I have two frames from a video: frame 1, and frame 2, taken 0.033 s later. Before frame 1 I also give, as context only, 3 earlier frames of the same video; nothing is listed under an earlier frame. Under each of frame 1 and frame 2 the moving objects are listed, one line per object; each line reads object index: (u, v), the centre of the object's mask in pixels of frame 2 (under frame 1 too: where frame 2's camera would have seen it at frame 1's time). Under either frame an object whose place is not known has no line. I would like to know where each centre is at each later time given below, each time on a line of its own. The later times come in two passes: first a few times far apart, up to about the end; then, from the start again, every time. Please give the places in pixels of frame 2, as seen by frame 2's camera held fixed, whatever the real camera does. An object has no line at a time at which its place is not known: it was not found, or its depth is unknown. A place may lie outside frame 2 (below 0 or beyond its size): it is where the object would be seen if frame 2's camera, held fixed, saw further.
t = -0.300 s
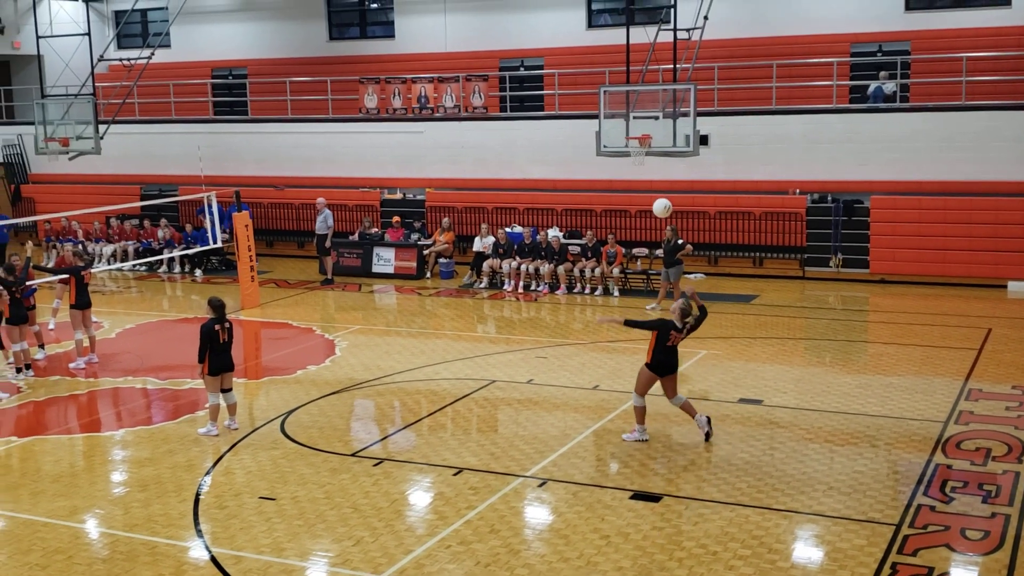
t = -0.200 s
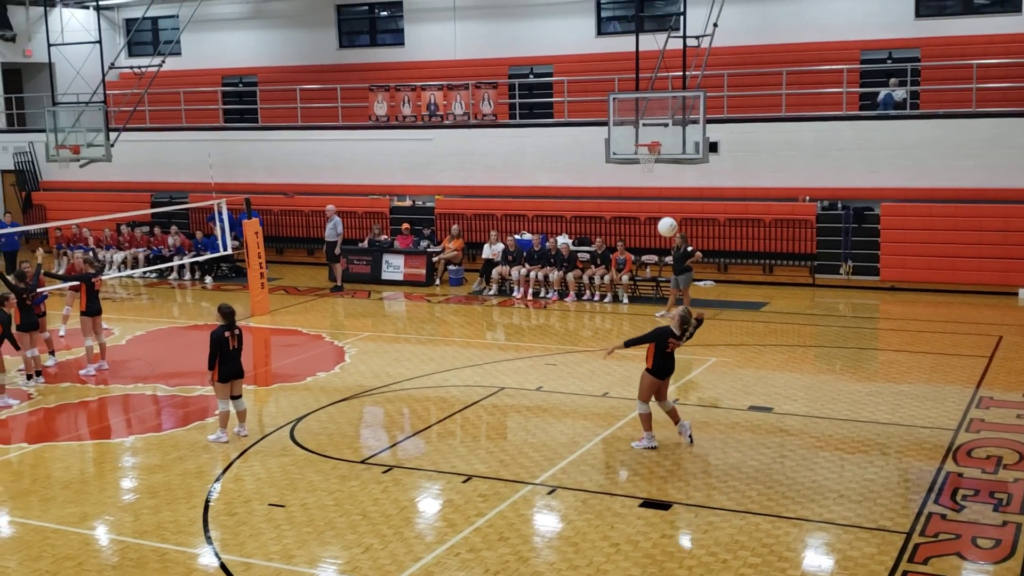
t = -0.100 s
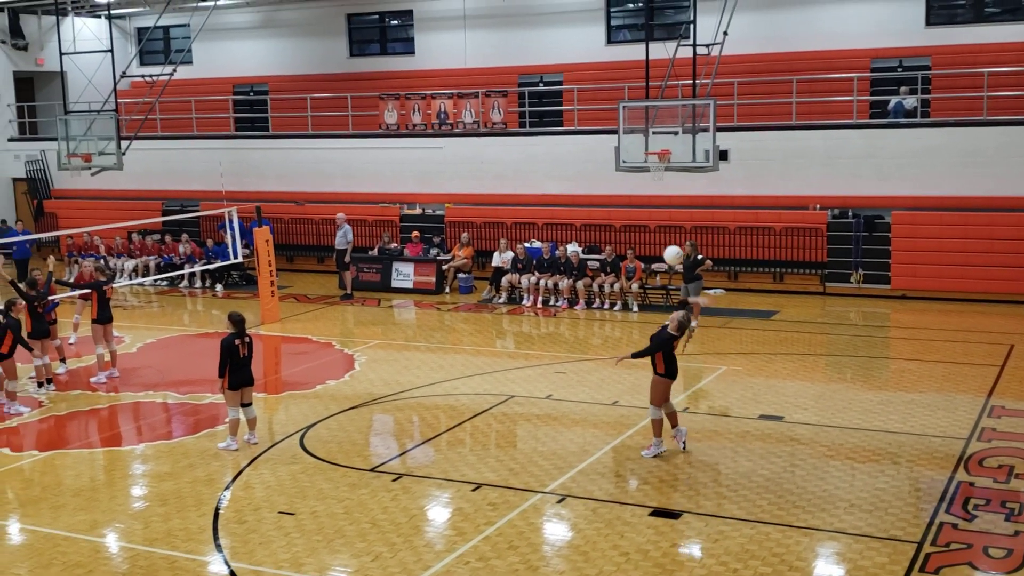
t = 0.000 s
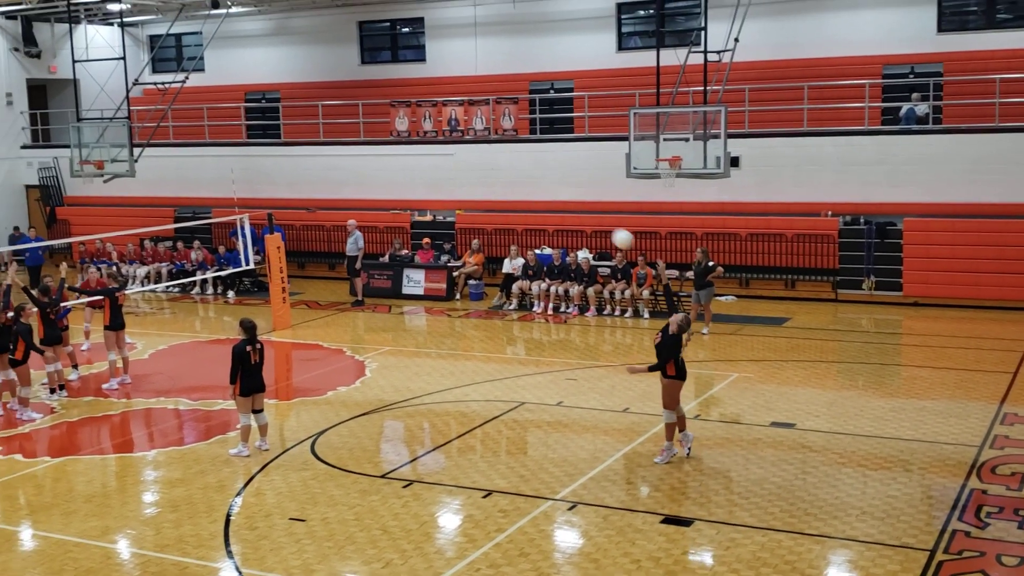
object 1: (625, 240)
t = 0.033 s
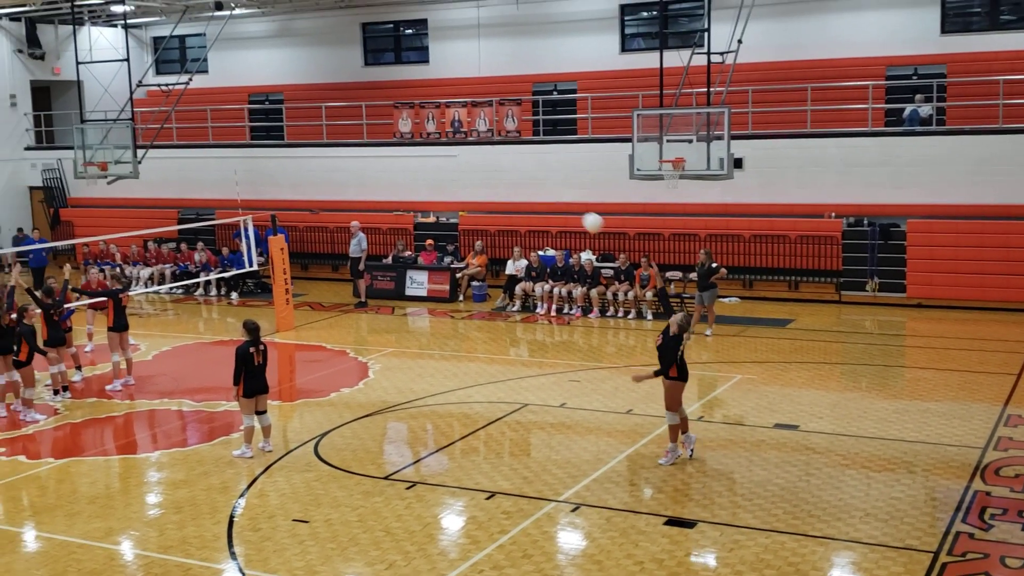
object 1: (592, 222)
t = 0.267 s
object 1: (386, 133)
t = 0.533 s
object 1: (192, 99)
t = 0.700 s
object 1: (88, 109)
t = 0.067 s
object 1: (560, 206)
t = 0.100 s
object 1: (529, 190)
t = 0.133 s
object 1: (499, 176)
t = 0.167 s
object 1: (469, 163)
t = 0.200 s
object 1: (440, 152)
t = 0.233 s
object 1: (413, 142)
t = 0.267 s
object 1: (386, 133)
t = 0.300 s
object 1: (360, 125)
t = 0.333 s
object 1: (334, 118)
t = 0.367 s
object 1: (309, 113)
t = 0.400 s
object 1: (284, 108)
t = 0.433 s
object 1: (260, 105)
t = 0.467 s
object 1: (237, 101)
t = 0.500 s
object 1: (214, 100)
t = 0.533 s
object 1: (192, 99)
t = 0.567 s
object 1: (170, 100)
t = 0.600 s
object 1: (149, 101)
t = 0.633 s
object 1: (129, 103)
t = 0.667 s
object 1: (107, 105)
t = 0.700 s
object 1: (88, 109)
